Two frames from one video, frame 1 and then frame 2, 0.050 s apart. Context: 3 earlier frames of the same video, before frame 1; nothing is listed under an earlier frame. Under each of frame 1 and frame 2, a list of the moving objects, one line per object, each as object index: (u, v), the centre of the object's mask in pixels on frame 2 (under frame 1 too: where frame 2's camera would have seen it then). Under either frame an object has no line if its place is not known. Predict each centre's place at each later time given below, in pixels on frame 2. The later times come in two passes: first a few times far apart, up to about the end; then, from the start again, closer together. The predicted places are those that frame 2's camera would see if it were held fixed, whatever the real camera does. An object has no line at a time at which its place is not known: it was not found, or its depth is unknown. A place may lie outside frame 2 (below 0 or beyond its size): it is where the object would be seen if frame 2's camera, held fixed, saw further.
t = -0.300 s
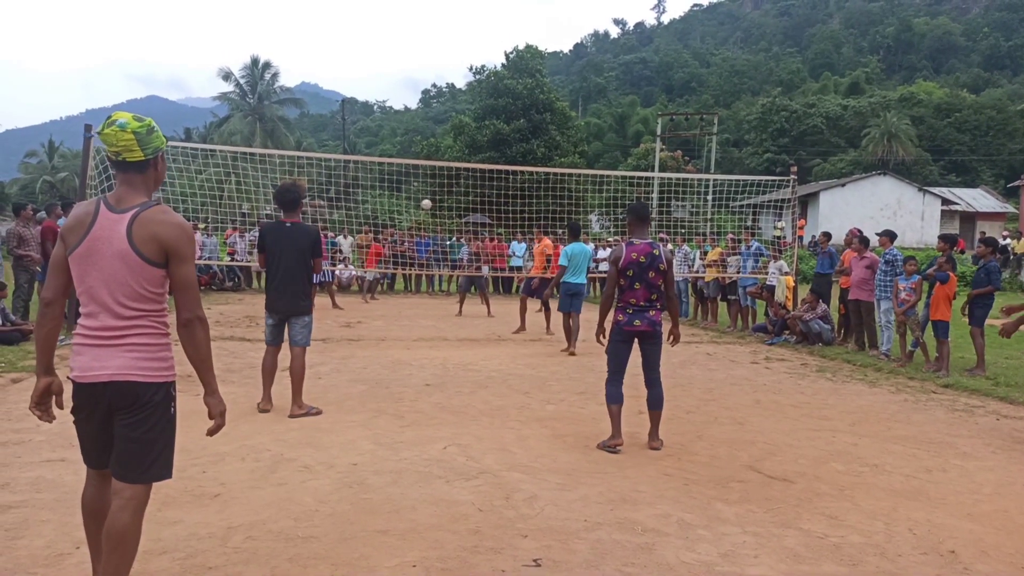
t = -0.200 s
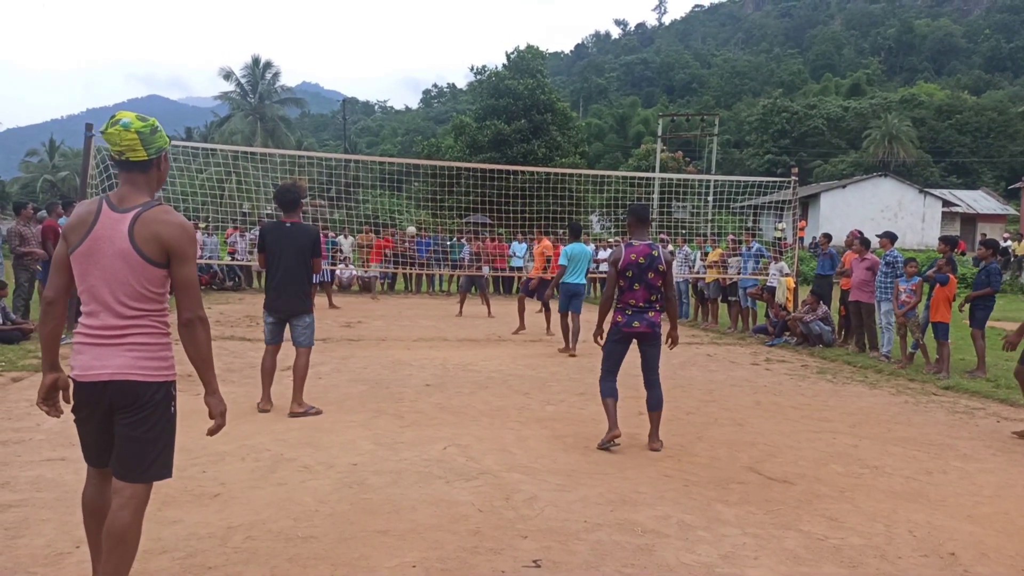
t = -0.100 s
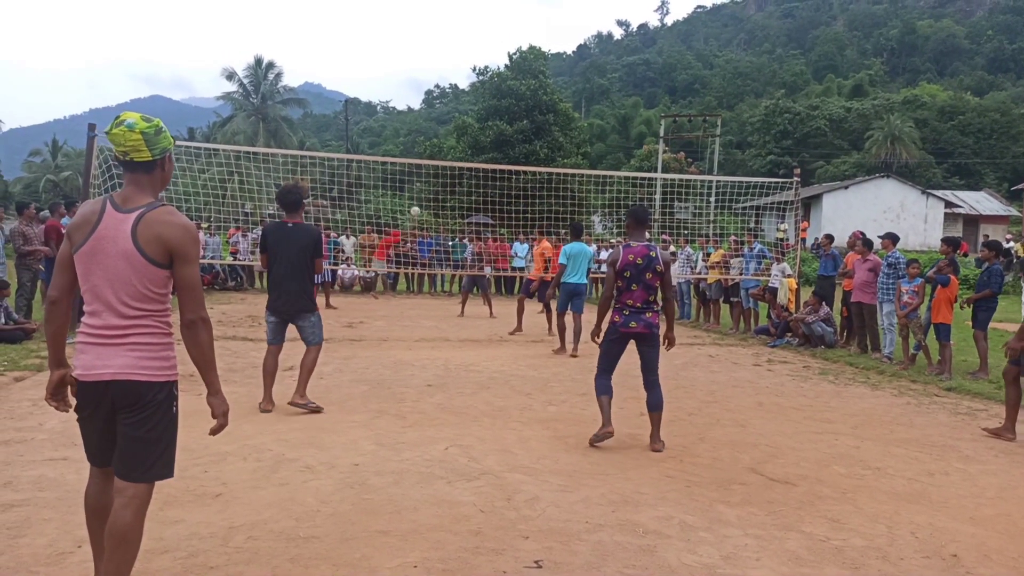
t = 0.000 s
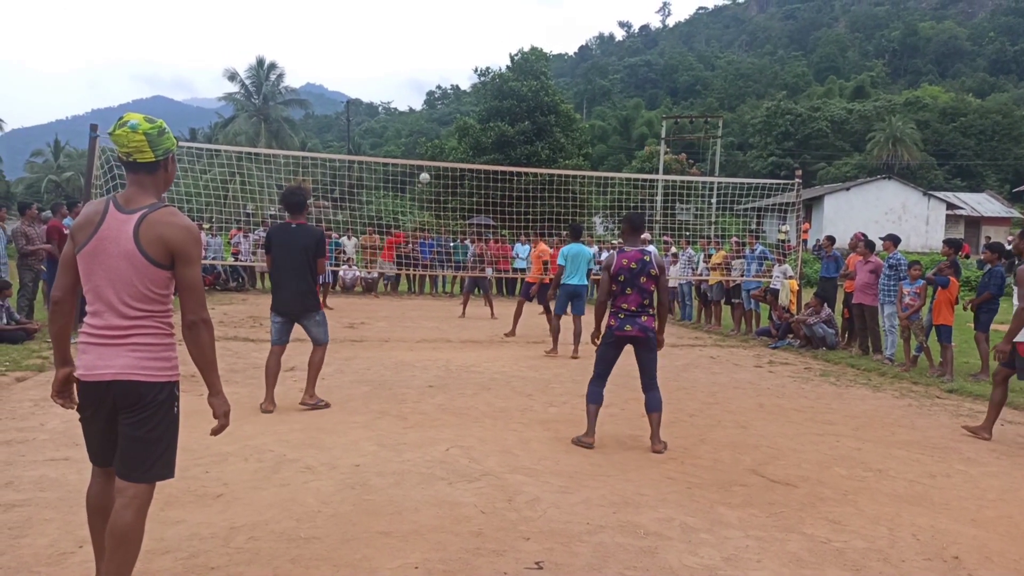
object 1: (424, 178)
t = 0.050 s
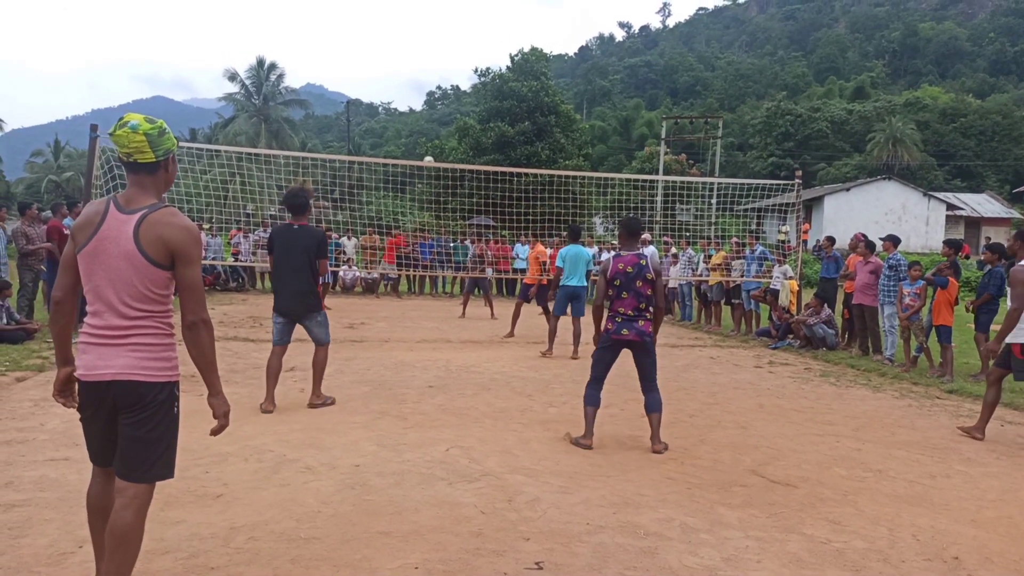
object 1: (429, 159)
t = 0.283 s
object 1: (449, 91)
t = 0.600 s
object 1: (486, 20)
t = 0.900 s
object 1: (532, 3)
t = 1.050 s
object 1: (561, 26)
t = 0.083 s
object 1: (431, 151)
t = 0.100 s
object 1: (433, 146)
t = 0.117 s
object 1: (434, 140)
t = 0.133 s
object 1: (436, 135)
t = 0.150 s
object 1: (437, 130)
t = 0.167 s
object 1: (438, 125)
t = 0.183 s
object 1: (440, 120)
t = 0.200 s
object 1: (441, 114)
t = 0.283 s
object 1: (449, 91)
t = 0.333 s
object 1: (455, 77)
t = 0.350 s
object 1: (457, 73)
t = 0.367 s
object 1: (458, 69)
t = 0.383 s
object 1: (460, 65)
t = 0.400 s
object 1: (462, 61)
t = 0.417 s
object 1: (464, 56)
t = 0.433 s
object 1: (466, 52)
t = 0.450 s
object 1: (468, 49)
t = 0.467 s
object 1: (469, 45)
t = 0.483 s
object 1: (472, 42)
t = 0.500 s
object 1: (473, 39)
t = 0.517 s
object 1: (476, 35)
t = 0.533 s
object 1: (477, 32)
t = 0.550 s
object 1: (480, 29)
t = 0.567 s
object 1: (482, 26)
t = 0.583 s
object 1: (484, 23)
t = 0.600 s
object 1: (486, 20)
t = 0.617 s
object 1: (488, 18)
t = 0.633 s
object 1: (491, 15)
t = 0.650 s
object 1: (493, 13)
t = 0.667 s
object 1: (495, 11)
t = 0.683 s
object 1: (498, 9)
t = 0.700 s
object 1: (500, 8)
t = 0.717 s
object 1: (502, 6)
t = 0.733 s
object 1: (505, 4)
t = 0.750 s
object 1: (508, 3)
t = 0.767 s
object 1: (510, 2)
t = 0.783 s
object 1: (513, 2)
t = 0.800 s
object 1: (516, 2)
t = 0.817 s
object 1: (518, 1)
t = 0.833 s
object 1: (521, 1)
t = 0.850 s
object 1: (524, 1)
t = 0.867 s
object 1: (527, 1)
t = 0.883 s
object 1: (529, 2)
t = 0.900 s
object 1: (532, 3)
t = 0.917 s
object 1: (536, 4)
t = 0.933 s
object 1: (539, 5)
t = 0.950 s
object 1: (542, 7)
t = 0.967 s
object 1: (545, 9)
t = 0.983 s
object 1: (548, 11)
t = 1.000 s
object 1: (551, 15)
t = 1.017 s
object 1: (555, 18)
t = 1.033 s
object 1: (558, 22)
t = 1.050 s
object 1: (561, 26)
